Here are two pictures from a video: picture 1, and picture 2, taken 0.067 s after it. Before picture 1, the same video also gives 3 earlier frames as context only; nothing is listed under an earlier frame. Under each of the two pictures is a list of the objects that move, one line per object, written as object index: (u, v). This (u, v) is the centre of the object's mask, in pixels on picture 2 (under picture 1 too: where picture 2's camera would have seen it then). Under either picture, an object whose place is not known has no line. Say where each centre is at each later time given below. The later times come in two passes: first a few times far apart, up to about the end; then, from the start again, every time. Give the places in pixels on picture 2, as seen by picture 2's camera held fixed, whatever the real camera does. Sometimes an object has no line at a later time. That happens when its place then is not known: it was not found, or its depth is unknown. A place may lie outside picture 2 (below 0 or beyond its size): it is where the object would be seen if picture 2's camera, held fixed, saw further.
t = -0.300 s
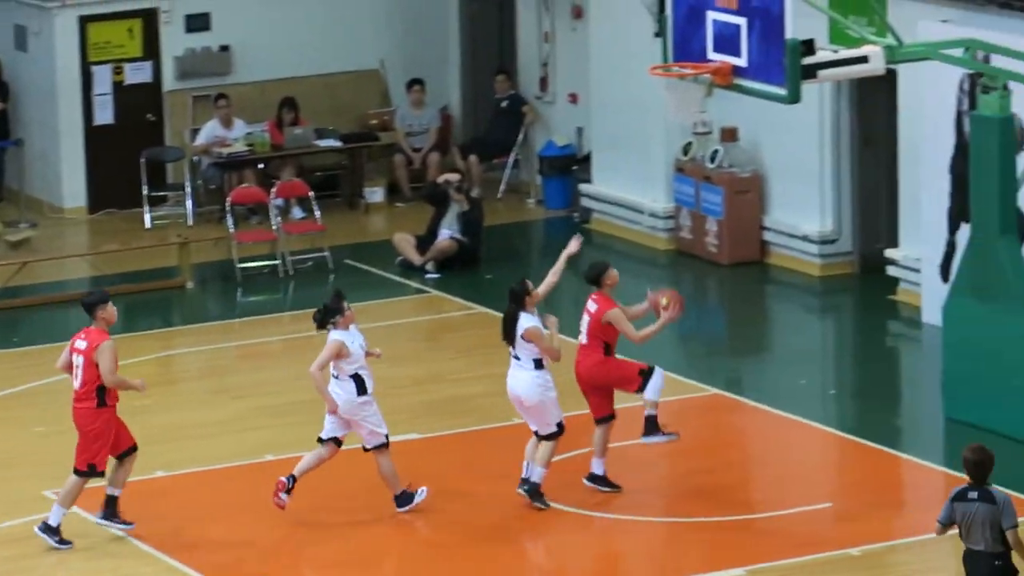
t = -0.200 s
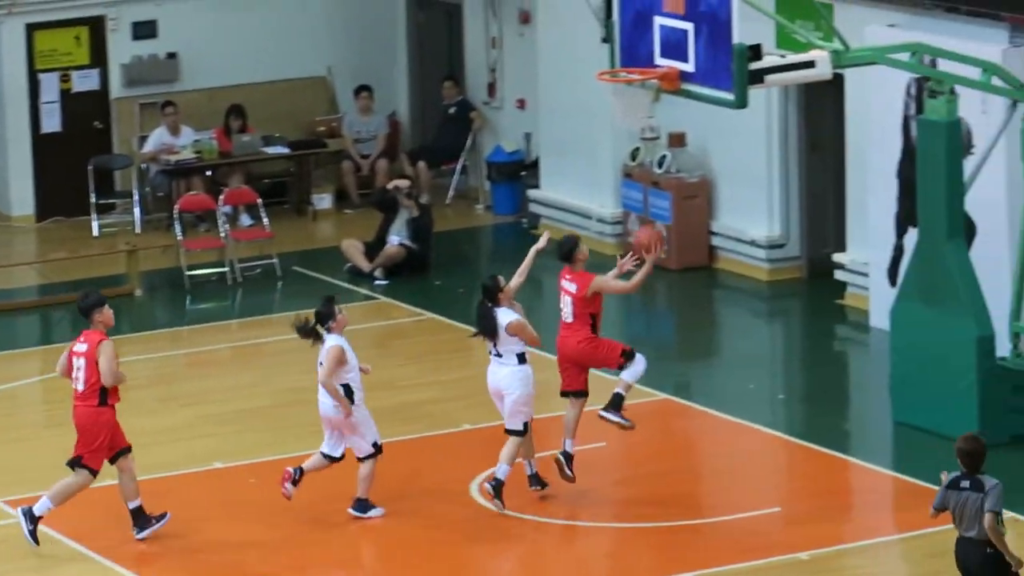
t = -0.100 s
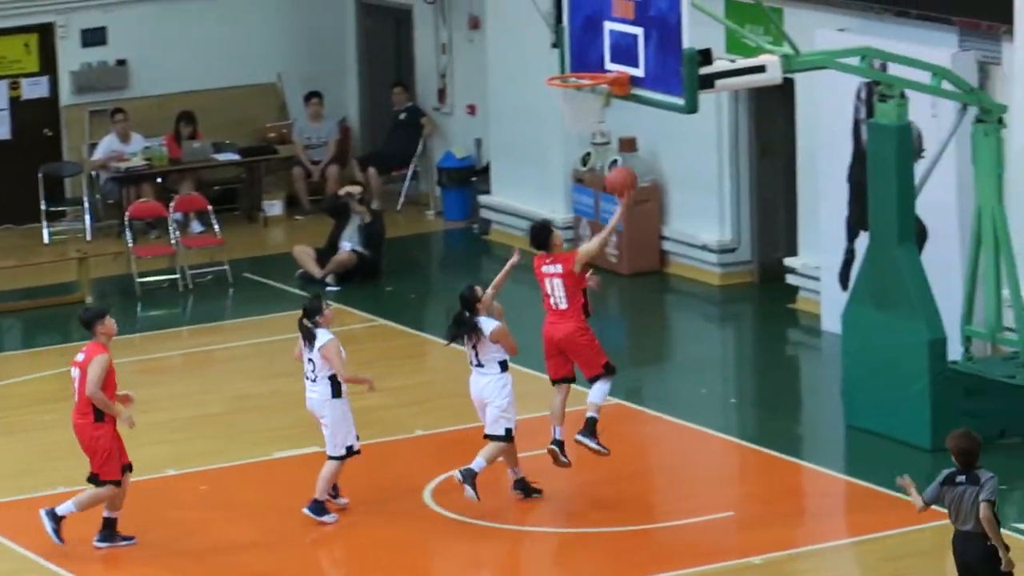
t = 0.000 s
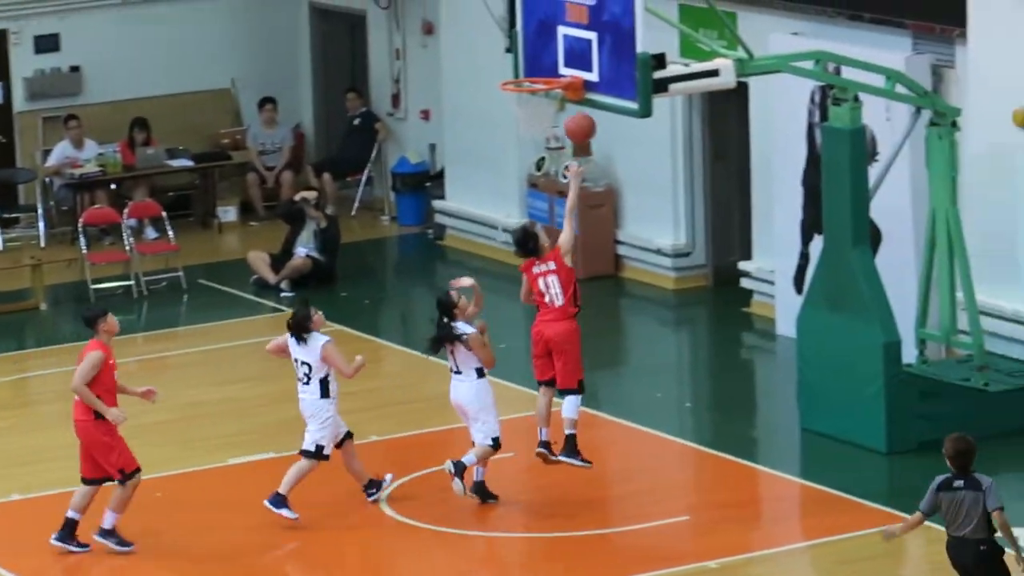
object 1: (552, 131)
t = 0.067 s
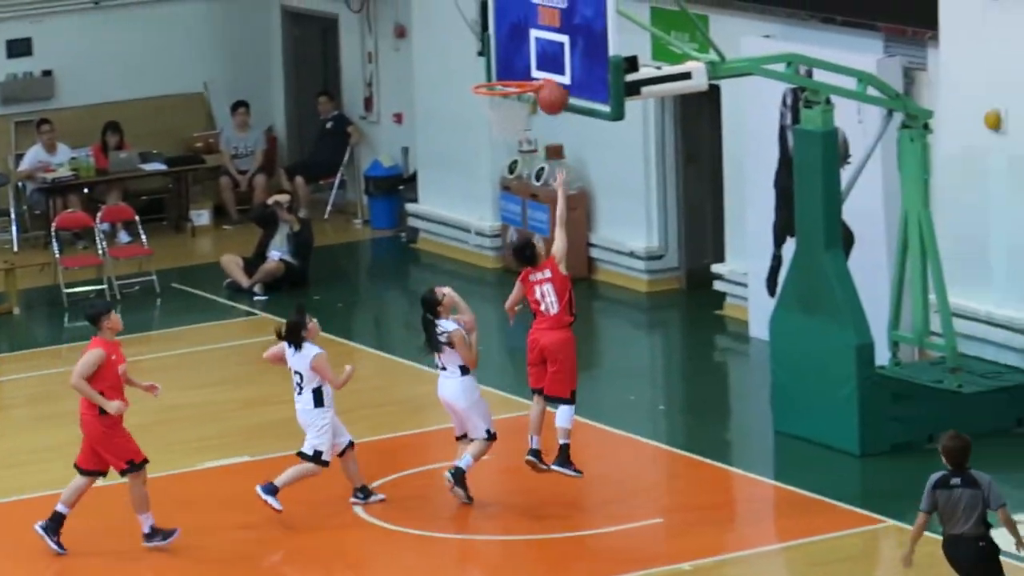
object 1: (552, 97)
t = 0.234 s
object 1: (549, 47)
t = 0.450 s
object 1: (516, 50)
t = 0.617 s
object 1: (494, 98)
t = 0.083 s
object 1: (552, 92)
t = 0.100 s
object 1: (553, 84)
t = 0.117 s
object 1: (553, 78)
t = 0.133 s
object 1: (553, 71)
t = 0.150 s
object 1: (552, 66)
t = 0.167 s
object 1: (553, 61)
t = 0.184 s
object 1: (553, 57)
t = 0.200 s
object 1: (552, 53)
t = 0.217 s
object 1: (552, 49)
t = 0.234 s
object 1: (549, 47)
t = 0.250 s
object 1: (546, 45)
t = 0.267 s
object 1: (544, 44)
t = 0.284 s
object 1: (542, 42)
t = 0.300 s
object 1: (538, 41)
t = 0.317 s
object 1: (535, 41)
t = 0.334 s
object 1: (532, 40)
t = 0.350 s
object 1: (529, 40)
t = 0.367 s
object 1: (527, 42)
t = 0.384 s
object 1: (525, 42)
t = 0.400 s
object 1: (523, 44)
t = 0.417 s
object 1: (520, 46)
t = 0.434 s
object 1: (518, 48)
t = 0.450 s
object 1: (516, 50)
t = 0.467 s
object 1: (513, 54)
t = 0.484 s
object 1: (512, 57)
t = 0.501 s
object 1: (510, 61)
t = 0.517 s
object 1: (508, 65)
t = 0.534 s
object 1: (505, 69)
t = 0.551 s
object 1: (503, 74)
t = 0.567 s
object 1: (501, 77)
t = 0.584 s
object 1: (498, 80)
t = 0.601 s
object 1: (496, 91)
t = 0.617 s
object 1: (494, 98)
